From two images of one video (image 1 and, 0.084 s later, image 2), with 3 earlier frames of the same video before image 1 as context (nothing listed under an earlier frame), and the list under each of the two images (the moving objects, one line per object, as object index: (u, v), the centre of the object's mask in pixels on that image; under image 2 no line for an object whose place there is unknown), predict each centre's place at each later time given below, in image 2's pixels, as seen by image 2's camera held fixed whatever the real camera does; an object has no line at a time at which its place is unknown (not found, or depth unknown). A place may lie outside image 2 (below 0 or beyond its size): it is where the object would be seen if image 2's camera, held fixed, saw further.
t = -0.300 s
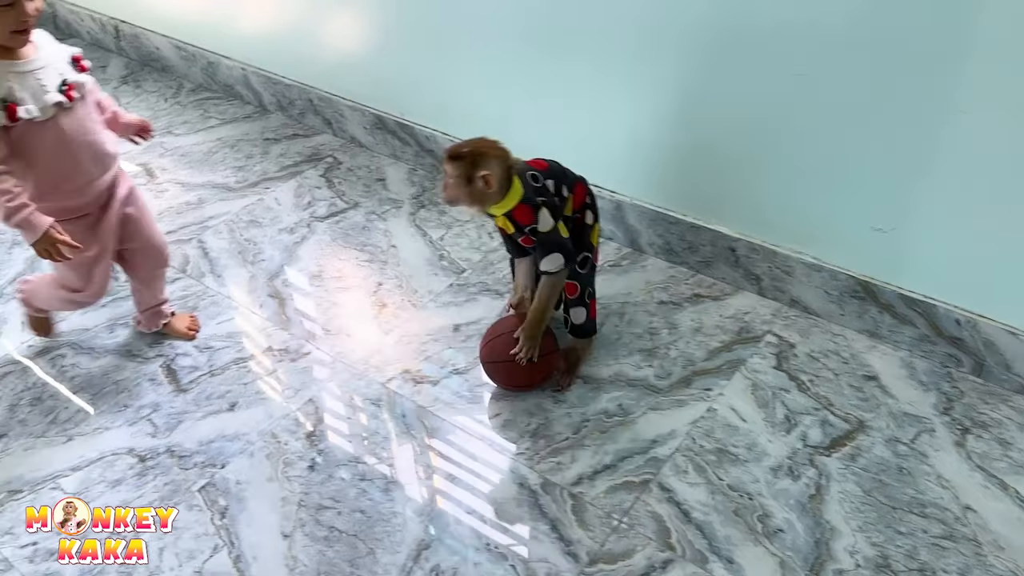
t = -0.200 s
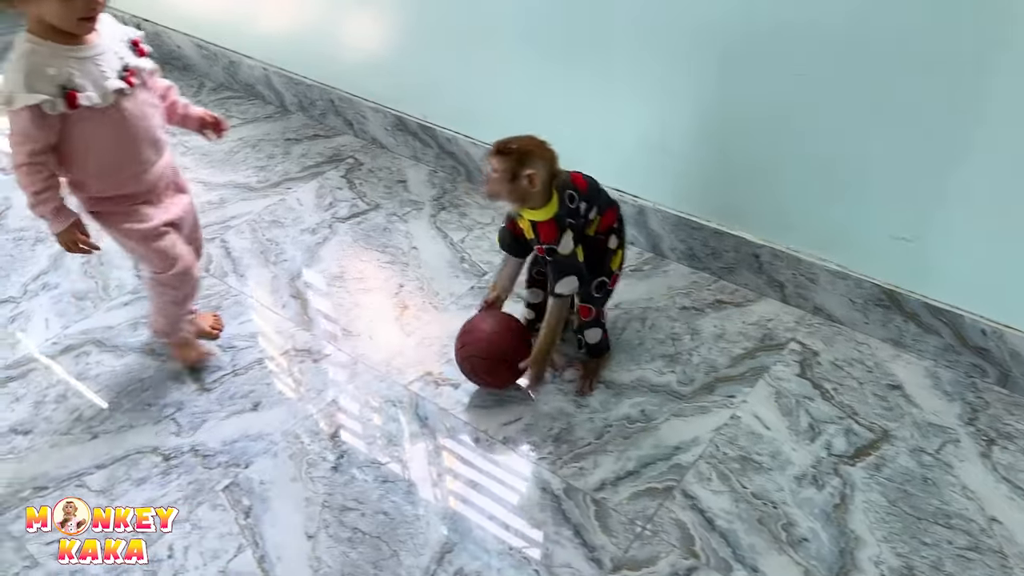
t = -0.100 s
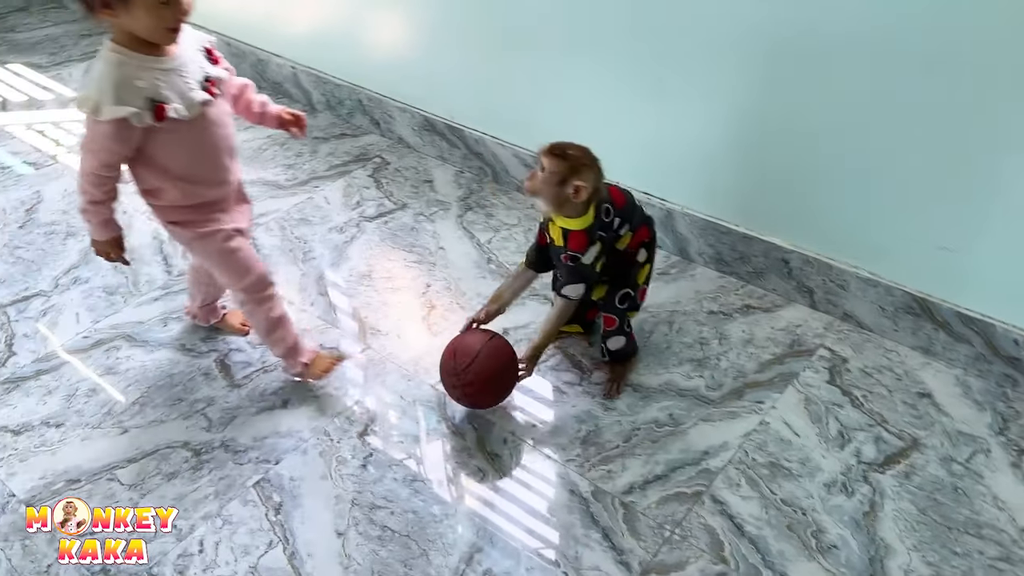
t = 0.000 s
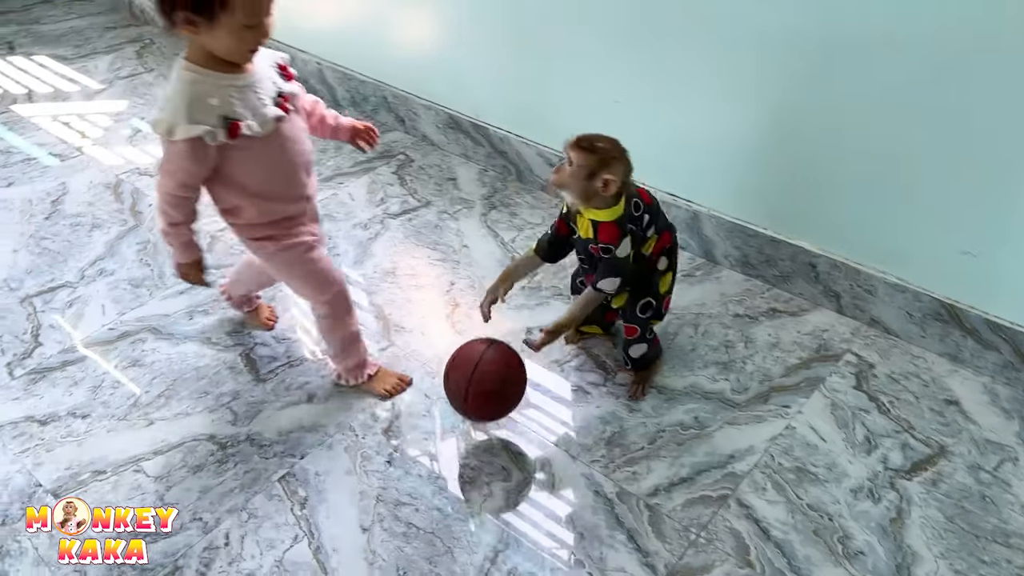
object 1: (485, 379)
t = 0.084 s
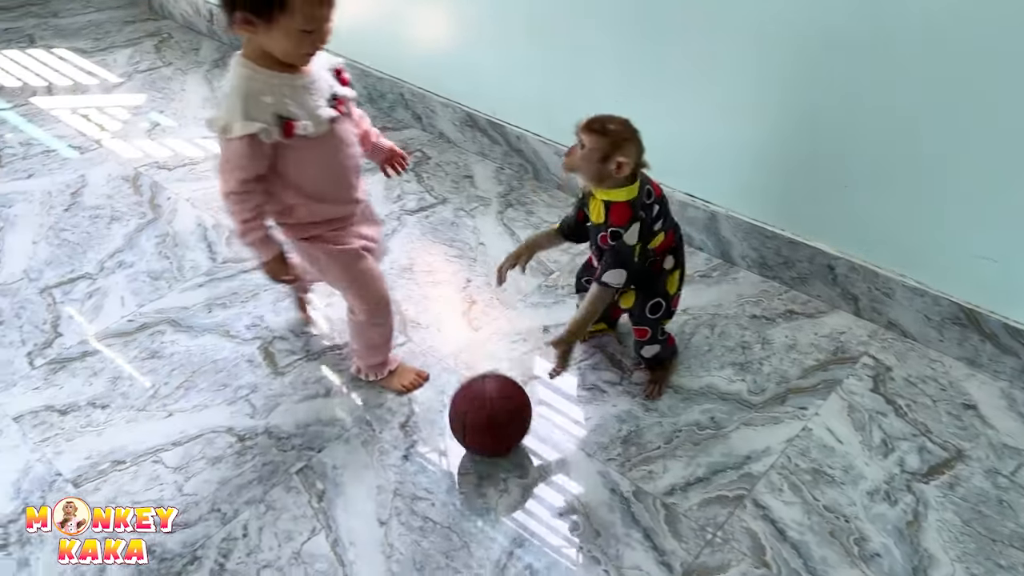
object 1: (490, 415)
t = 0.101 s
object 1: (487, 424)
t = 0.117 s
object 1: (483, 423)
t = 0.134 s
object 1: (478, 423)
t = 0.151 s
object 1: (473, 423)
